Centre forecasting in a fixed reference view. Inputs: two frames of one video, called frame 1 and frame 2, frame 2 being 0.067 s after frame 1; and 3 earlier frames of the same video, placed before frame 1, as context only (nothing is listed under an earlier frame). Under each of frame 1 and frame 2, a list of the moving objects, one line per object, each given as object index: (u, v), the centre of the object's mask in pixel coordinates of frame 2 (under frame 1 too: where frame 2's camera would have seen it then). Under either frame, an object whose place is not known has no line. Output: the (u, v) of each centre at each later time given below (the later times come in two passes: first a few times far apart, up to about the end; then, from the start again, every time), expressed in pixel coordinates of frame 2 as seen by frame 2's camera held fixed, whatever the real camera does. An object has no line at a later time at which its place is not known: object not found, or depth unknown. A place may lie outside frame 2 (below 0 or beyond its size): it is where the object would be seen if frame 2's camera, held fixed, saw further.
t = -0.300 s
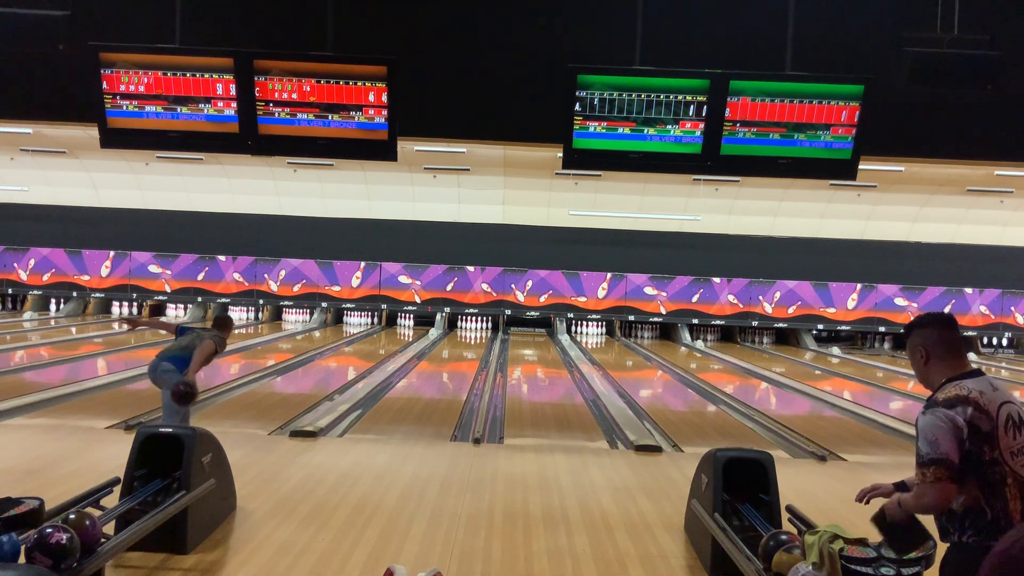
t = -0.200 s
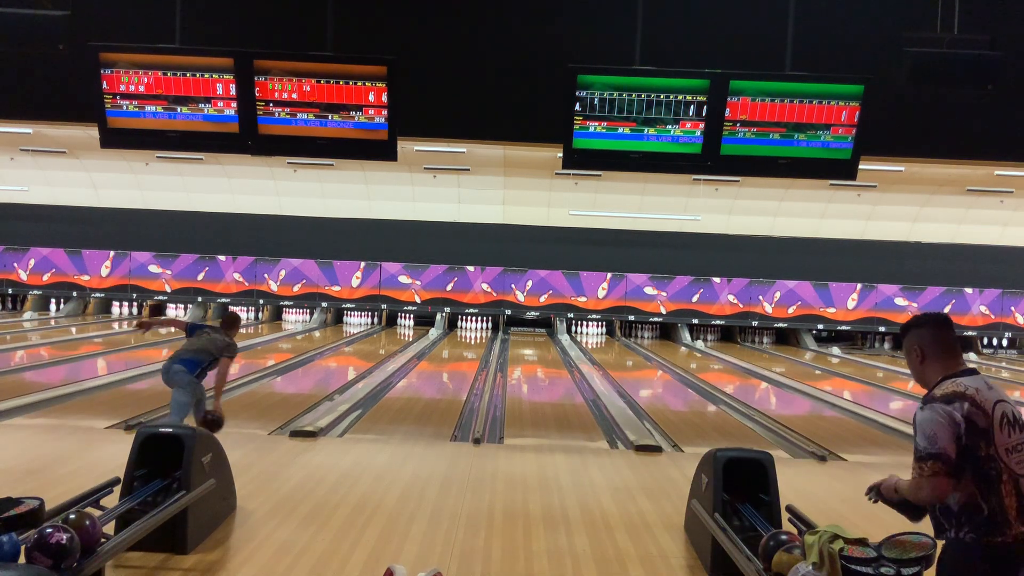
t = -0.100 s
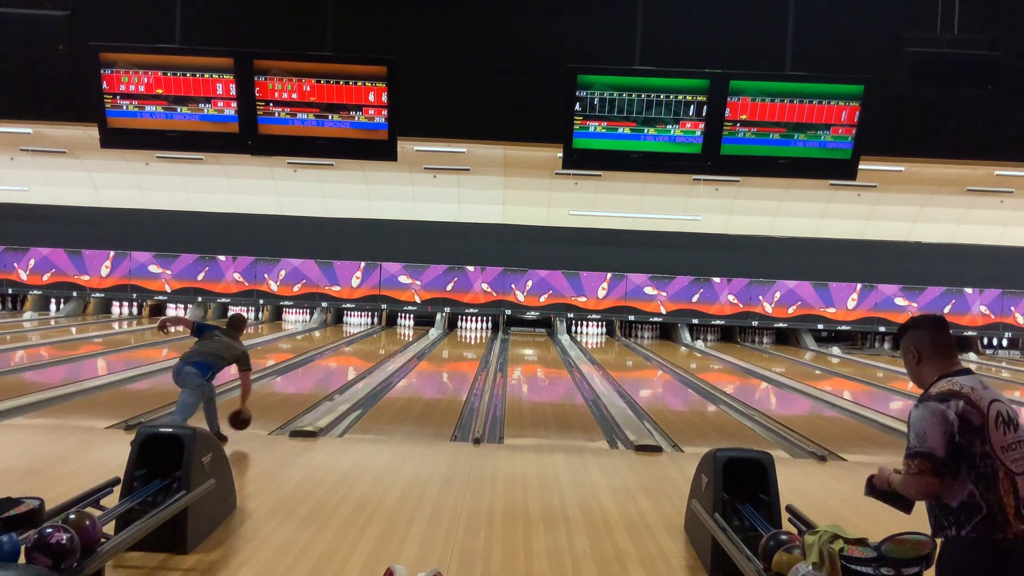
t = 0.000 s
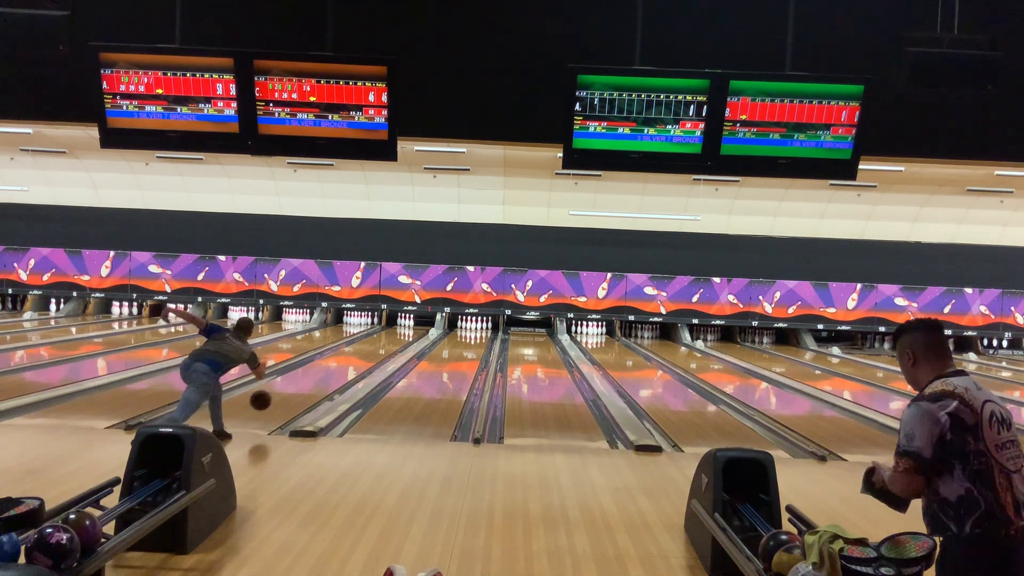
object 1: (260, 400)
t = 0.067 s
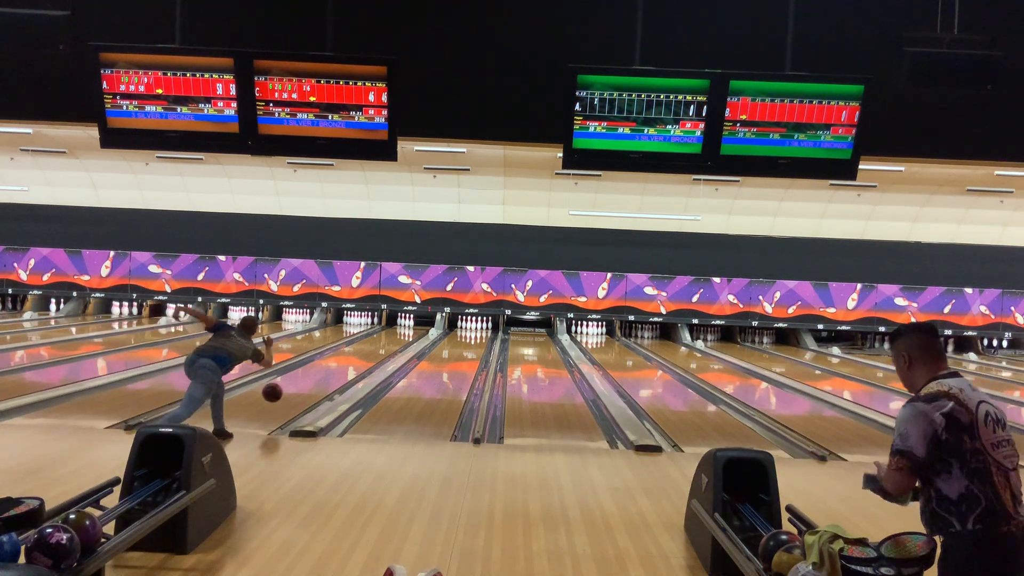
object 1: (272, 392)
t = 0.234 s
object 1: (296, 391)
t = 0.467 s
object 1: (323, 379)
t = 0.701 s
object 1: (342, 367)
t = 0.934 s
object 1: (358, 357)
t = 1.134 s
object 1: (369, 351)
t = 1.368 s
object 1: (379, 344)
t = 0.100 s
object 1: (278, 390)
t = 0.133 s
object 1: (283, 389)
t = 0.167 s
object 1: (288, 389)
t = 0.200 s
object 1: (292, 390)
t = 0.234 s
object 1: (296, 391)
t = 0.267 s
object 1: (300, 392)
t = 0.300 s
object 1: (304, 389)
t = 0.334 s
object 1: (308, 387)
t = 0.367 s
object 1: (312, 385)
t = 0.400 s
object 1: (316, 383)
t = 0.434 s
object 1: (320, 381)
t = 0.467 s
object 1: (323, 379)
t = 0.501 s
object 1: (326, 377)
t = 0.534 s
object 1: (329, 376)
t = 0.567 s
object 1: (332, 374)
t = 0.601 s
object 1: (335, 372)
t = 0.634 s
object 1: (337, 370)
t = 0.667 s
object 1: (340, 369)
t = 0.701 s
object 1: (342, 367)
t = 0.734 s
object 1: (345, 366)
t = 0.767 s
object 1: (347, 364)
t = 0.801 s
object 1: (350, 363)
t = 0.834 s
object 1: (352, 362)
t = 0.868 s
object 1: (354, 360)
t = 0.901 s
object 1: (356, 359)
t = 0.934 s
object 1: (358, 357)
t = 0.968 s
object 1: (360, 356)
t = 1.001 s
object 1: (362, 355)
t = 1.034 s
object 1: (364, 354)
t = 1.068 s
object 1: (365, 353)
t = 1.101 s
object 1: (367, 352)
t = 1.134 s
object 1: (369, 351)
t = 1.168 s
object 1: (370, 349)
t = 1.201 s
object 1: (372, 348)
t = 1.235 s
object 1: (373, 348)
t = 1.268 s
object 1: (374, 347)
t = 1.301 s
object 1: (376, 346)
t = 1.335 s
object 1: (377, 345)
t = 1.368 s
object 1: (379, 344)
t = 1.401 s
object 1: (380, 343)
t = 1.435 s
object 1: (381, 342)
